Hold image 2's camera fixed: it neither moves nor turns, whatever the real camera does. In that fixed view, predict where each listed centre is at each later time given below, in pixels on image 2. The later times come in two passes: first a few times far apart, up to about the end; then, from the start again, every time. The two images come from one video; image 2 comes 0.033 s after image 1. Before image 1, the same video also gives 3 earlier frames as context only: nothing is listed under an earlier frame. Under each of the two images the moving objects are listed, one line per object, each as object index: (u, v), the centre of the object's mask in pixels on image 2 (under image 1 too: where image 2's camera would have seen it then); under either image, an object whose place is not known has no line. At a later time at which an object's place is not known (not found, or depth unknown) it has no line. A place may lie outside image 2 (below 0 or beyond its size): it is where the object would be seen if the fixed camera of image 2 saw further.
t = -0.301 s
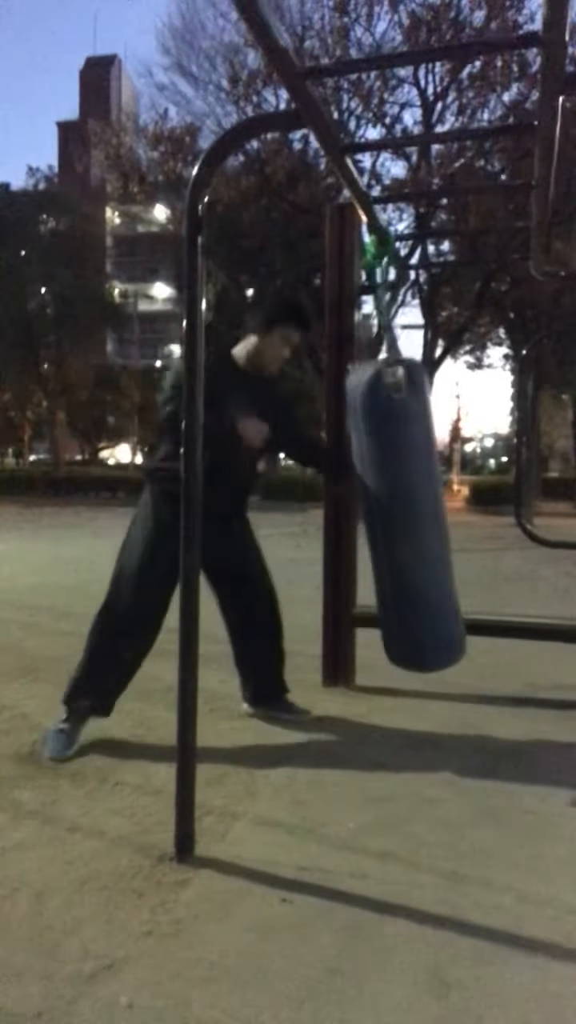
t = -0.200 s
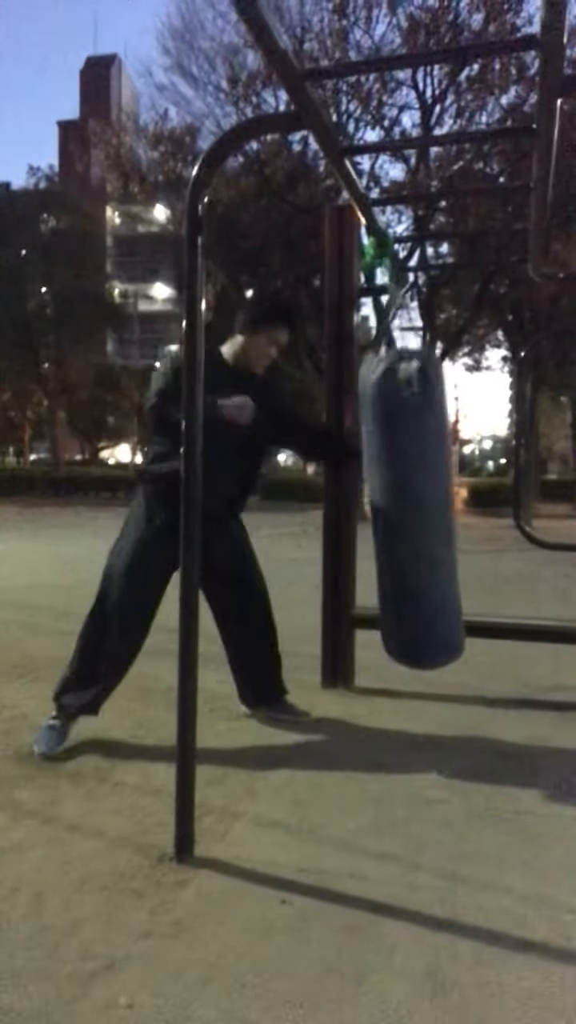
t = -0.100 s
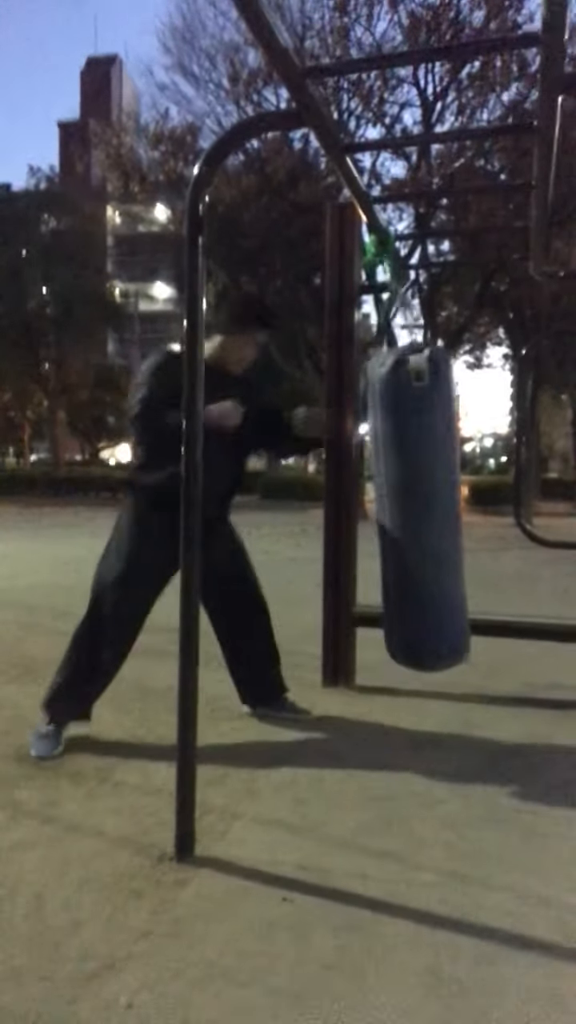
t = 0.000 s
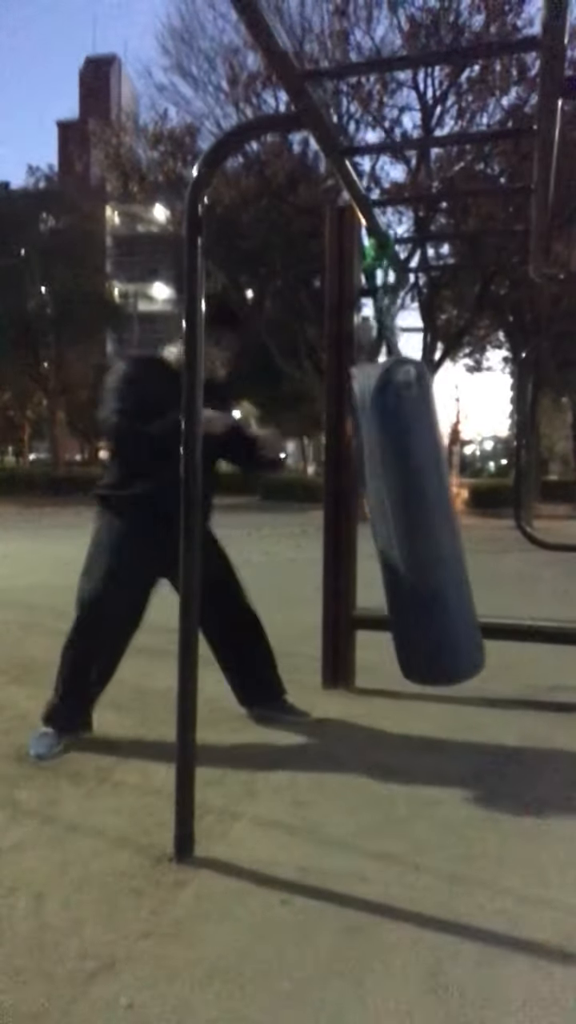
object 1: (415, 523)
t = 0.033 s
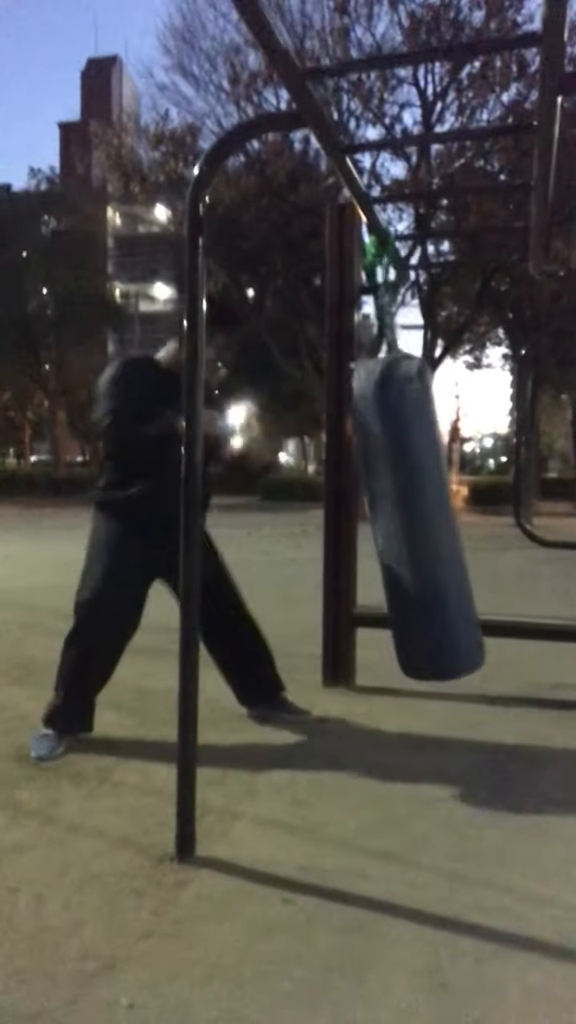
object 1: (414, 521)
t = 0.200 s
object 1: (406, 523)
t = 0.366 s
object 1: (393, 525)
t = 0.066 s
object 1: (413, 521)
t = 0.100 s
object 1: (412, 520)
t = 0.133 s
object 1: (410, 521)
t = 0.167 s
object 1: (408, 521)
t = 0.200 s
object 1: (406, 523)
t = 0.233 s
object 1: (404, 522)
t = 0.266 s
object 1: (402, 520)
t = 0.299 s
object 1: (400, 523)
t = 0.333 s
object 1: (397, 523)
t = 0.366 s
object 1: (393, 525)
